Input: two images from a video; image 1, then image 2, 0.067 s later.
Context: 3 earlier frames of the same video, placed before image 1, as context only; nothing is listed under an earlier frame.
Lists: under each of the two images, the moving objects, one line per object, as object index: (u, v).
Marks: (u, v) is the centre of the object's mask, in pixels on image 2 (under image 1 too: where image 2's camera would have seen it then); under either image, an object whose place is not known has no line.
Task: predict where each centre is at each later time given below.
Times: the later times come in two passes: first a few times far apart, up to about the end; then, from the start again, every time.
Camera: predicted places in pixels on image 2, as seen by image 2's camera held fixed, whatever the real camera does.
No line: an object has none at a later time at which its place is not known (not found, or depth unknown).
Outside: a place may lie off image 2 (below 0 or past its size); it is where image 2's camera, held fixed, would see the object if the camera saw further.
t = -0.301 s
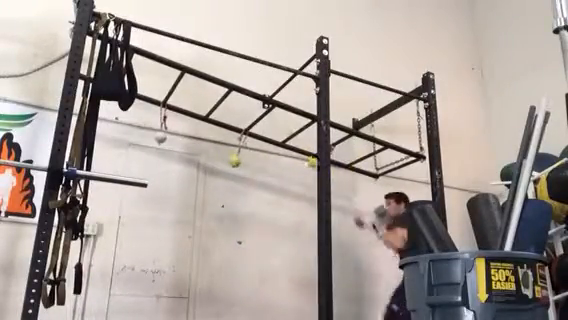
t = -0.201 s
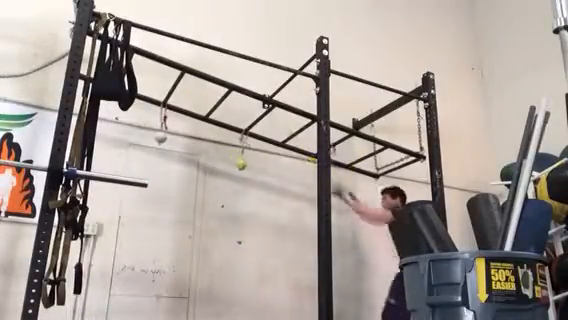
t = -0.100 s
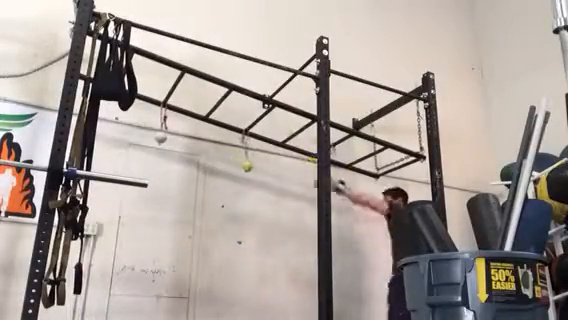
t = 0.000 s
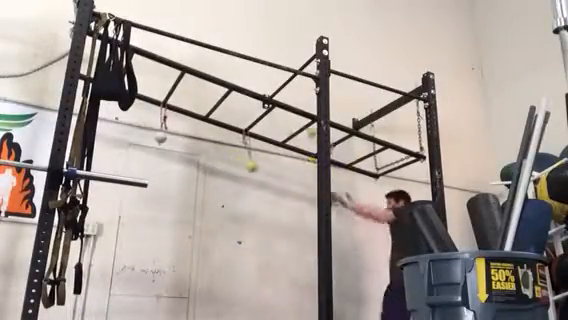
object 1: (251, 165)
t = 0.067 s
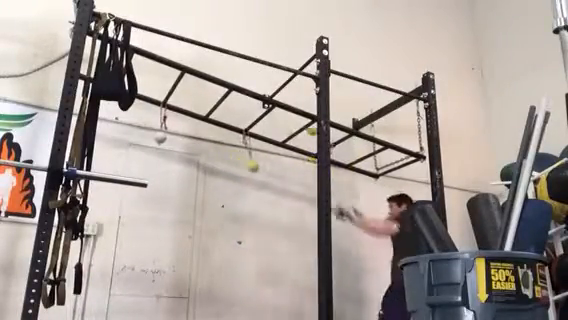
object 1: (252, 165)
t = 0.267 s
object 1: (252, 165)
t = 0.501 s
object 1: (240, 163)
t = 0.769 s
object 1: (236, 161)
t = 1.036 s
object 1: (245, 164)
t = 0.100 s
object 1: (252, 165)
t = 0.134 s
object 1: (252, 165)
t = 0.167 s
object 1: (252, 165)
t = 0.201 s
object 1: (253, 165)
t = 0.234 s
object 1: (252, 165)
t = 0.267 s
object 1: (252, 165)
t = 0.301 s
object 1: (249, 164)
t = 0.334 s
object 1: (249, 165)
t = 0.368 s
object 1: (246, 164)
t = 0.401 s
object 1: (244, 163)
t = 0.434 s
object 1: (243, 163)
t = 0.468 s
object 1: (241, 162)
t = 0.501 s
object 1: (240, 163)
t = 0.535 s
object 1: (238, 162)
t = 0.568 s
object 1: (238, 162)
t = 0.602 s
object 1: (237, 162)
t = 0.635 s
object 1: (236, 161)
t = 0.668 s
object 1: (236, 161)
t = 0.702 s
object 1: (236, 161)
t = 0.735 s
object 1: (236, 161)
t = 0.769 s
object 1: (236, 161)
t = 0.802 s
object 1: (237, 162)
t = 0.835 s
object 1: (237, 162)
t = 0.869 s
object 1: (239, 162)
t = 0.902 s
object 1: (239, 163)
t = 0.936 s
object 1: (241, 163)
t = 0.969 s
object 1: (242, 164)
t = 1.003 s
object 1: (244, 164)
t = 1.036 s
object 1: (245, 164)
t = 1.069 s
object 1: (246, 164)
